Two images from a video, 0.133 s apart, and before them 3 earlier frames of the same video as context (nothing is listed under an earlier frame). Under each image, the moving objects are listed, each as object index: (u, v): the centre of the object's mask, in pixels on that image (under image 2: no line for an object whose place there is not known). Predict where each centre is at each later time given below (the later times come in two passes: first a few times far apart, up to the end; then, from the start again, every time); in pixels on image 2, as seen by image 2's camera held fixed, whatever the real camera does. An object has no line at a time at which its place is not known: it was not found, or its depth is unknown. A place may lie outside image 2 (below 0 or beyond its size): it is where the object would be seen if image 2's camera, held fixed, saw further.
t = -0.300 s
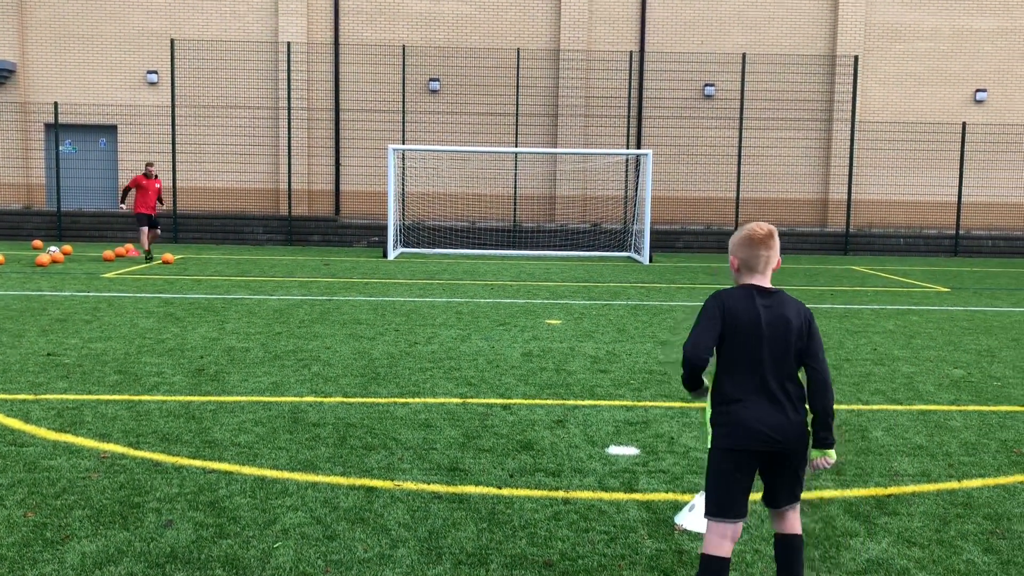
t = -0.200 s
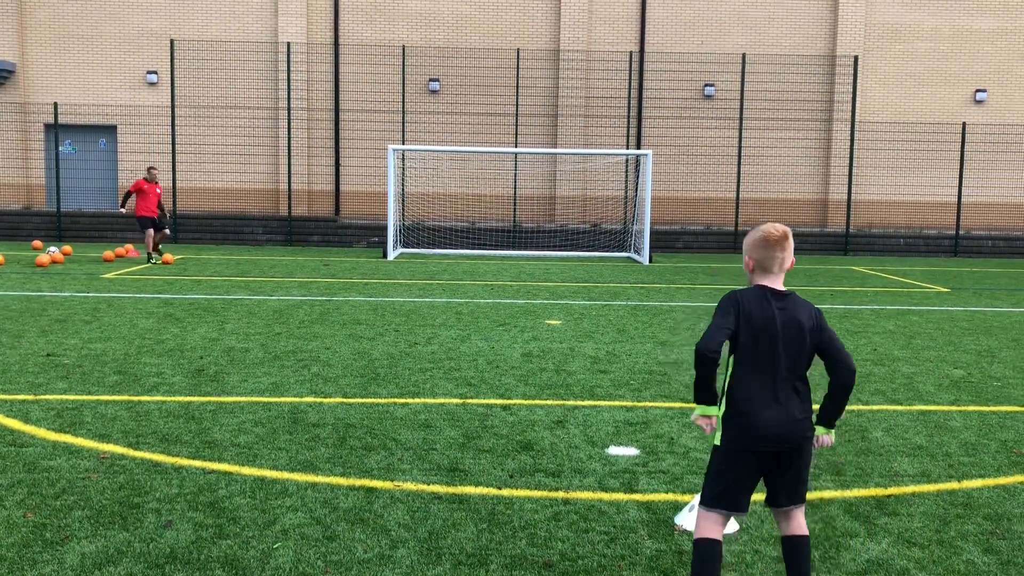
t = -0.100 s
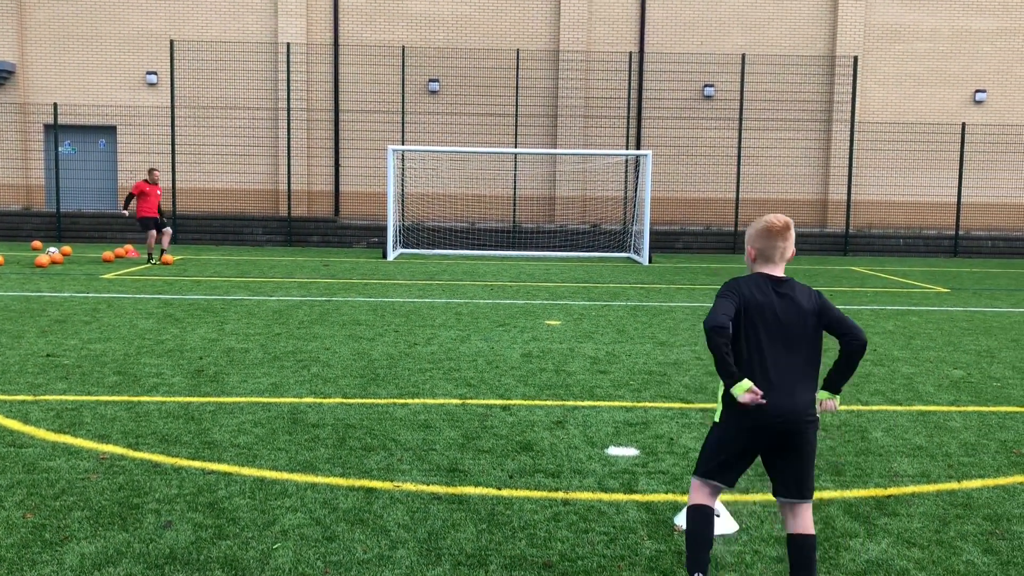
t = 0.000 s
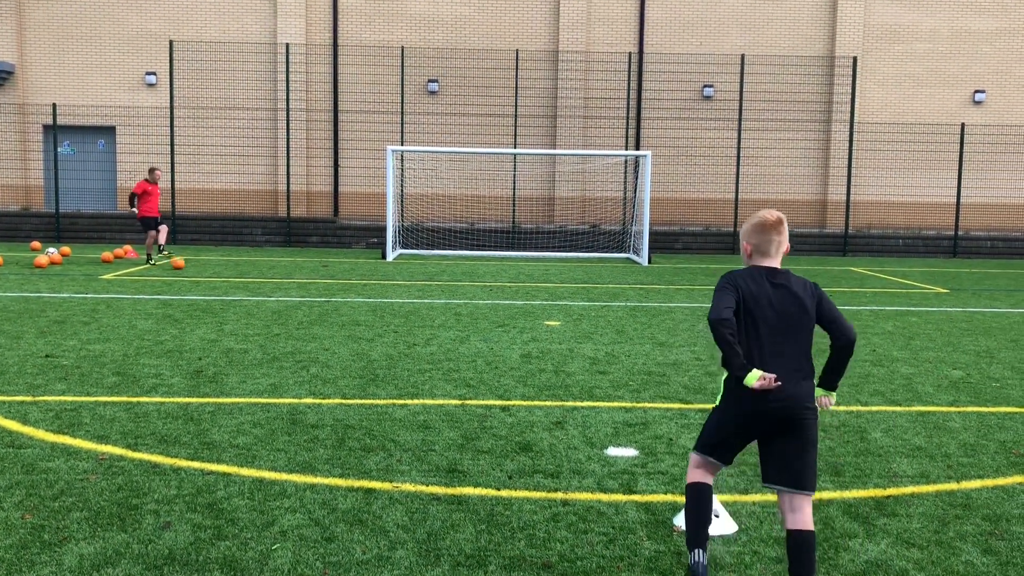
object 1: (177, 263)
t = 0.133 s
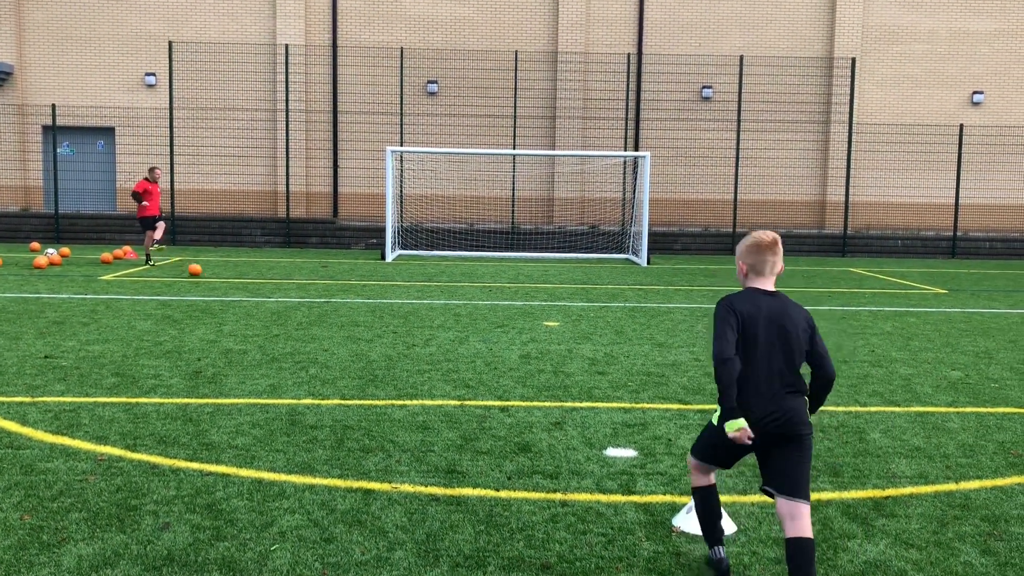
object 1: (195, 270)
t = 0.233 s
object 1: (207, 273)
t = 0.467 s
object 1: (236, 284)
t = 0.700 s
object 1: (263, 294)
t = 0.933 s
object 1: (286, 303)
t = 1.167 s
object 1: (308, 313)
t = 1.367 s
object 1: (325, 322)
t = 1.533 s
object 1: (341, 330)
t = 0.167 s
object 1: (199, 271)
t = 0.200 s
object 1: (203, 272)
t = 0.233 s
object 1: (207, 273)
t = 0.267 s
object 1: (212, 275)
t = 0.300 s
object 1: (216, 277)
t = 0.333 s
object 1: (220, 278)
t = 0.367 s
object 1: (224, 279)
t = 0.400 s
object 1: (228, 281)
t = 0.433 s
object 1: (233, 283)
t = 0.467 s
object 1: (236, 284)
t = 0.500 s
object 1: (240, 285)
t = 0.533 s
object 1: (244, 286)
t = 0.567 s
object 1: (248, 288)
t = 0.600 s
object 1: (252, 290)
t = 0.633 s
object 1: (256, 292)
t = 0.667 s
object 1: (259, 293)
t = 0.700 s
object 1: (263, 294)
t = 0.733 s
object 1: (266, 295)
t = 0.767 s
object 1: (270, 297)
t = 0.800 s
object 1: (273, 298)
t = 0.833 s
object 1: (277, 300)
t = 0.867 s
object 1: (280, 302)
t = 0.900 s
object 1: (284, 303)
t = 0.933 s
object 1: (286, 303)
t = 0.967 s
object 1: (290, 305)
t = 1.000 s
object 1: (293, 307)
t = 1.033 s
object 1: (296, 308)
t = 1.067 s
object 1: (299, 309)
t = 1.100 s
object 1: (302, 311)
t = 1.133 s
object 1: (306, 312)
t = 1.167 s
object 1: (308, 313)
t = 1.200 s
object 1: (311, 315)
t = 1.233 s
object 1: (314, 317)
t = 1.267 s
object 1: (317, 318)
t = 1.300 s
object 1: (320, 319)
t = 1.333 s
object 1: (323, 320)
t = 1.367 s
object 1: (325, 322)
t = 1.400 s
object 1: (328, 324)
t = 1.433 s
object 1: (332, 325)
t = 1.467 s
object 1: (335, 326)
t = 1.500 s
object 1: (338, 328)
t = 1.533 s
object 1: (341, 330)
